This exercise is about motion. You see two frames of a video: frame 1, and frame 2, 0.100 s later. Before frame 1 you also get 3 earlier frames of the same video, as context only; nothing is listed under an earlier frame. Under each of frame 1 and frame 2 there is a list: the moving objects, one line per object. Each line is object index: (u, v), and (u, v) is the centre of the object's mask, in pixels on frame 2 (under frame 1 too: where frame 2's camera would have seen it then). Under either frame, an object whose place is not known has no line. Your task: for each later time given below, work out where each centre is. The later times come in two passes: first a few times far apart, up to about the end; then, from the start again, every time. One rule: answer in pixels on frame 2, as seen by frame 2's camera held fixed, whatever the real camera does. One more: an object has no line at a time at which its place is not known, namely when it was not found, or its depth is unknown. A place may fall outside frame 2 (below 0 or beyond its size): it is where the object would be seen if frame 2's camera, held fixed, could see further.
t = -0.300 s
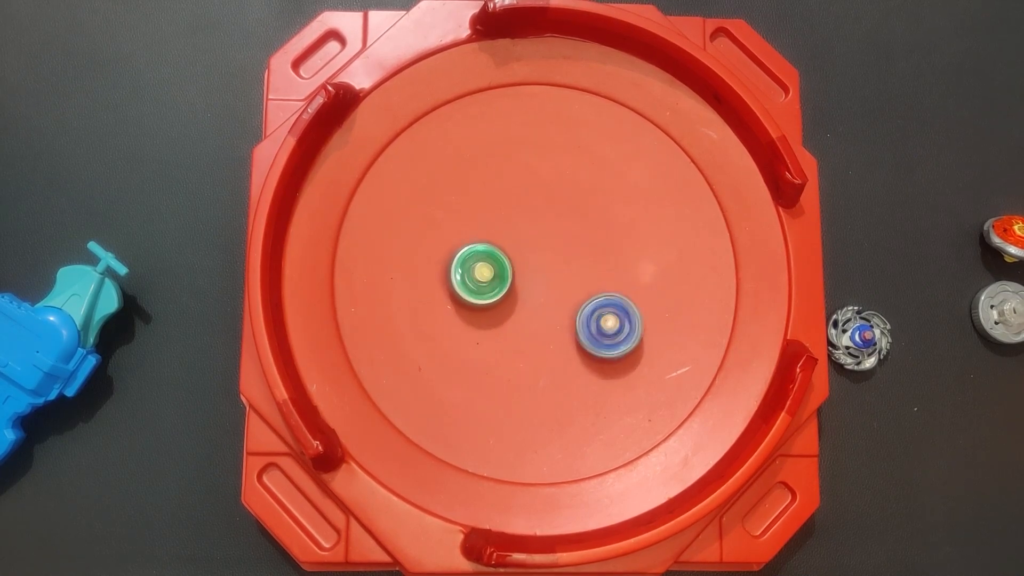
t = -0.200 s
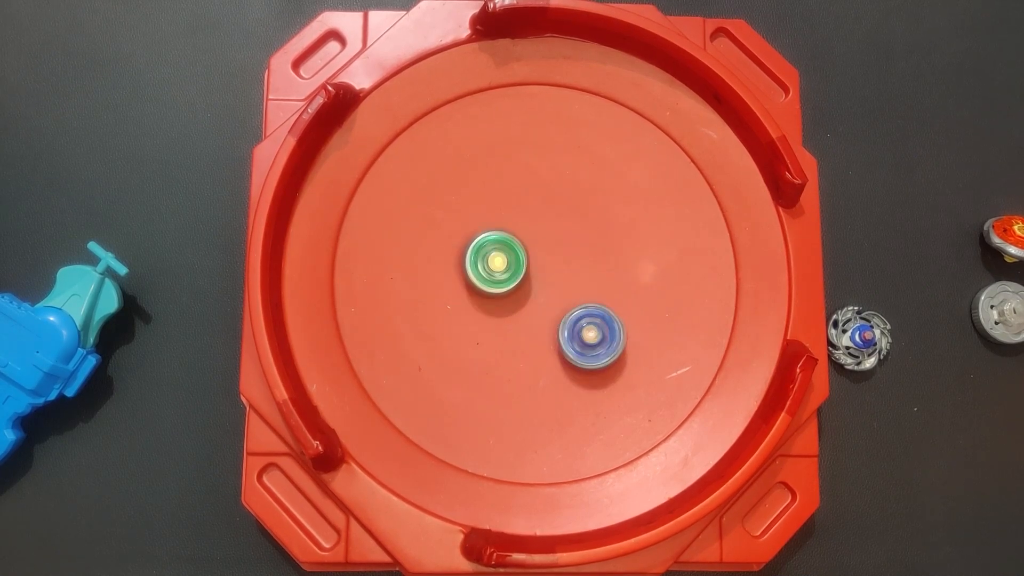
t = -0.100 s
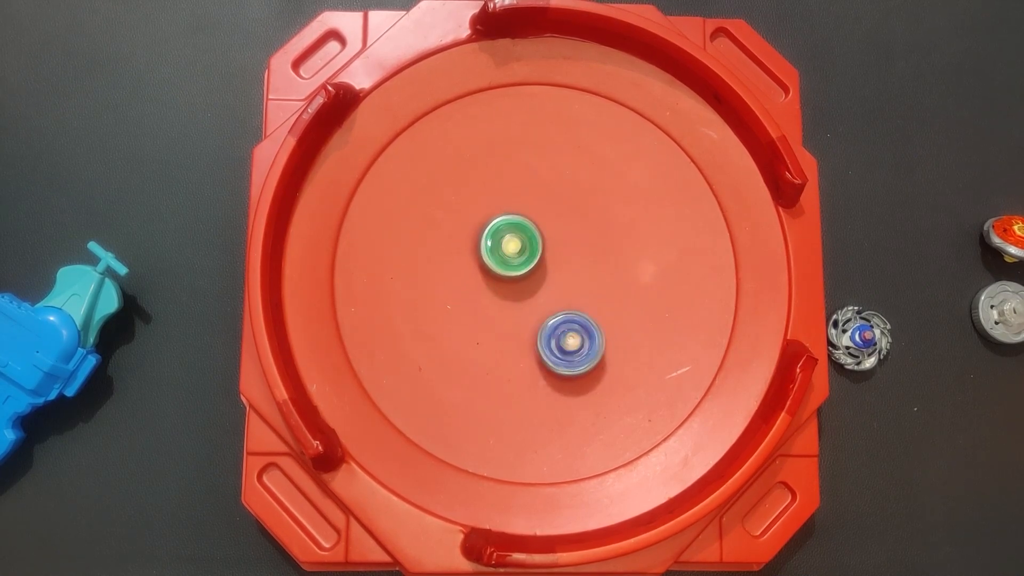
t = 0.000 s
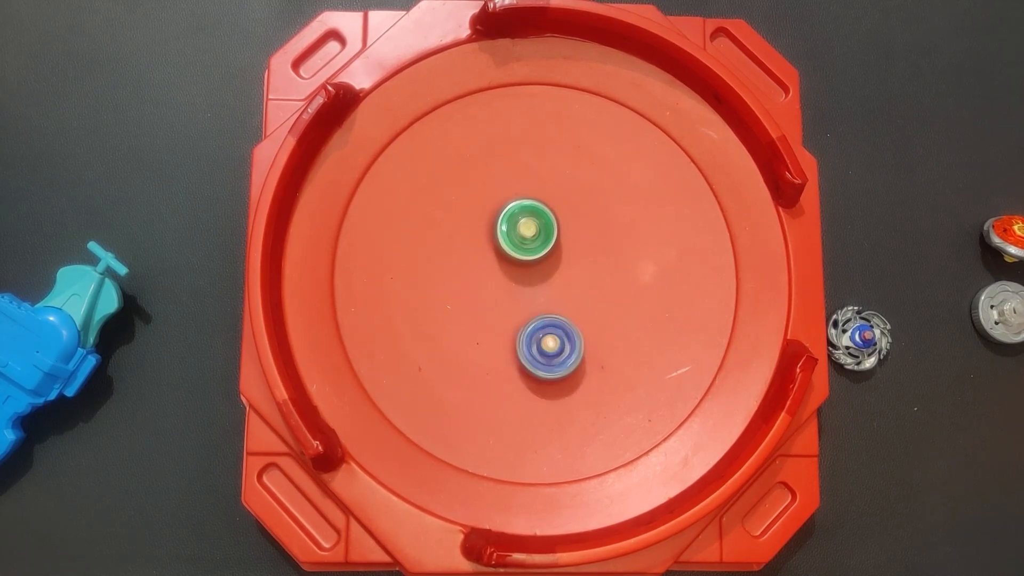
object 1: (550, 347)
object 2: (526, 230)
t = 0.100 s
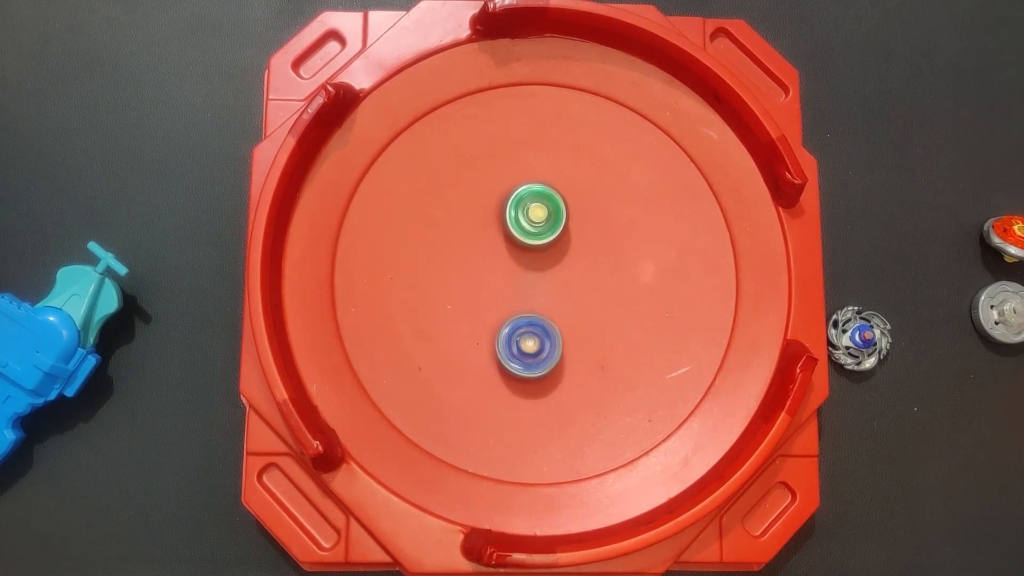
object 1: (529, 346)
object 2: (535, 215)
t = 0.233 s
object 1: (503, 340)
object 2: (545, 203)
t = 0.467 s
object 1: (467, 314)
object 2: (548, 214)
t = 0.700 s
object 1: (451, 279)
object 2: (561, 257)
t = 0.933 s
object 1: (461, 244)
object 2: (578, 299)
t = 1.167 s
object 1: (493, 223)
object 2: (591, 320)
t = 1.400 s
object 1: (533, 220)
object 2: (566, 309)
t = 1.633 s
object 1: (570, 231)
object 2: (522, 301)
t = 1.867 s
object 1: (596, 256)
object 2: (485, 294)
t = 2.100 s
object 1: (605, 287)
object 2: (473, 290)
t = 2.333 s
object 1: (592, 308)
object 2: (499, 273)
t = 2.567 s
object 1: (560, 319)
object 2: (533, 250)
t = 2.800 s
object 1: (525, 321)
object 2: (563, 230)
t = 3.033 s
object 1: (495, 311)
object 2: (573, 223)
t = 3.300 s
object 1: (481, 290)
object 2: (559, 253)
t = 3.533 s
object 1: (467, 271)
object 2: (559, 290)
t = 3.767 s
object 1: (457, 254)
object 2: (561, 318)
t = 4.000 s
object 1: (479, 241)
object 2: (551, 323)
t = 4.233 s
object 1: (513, 243)
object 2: (527, 308)
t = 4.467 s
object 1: (536, 221)
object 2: (509, 317)
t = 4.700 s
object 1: (551, 236)
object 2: (511, 313)
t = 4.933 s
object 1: (549, 238)
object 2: (521, 308)
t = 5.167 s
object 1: (564, 220)
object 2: (521, 313)
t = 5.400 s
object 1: (564, 217)
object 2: (519, 299)
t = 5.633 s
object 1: (557, 217)
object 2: (538, 290)
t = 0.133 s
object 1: (522, 345)
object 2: (537, 211)
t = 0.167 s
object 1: (516, 344)
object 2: (540, 207)
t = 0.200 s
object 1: (509, 342)
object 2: (542, 205)
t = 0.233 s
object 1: (503, 340)
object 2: (545, 203)
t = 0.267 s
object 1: (497, 337)
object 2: (547, 201)
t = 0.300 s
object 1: (491, 335)
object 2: (549, 201)
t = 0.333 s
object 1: (486, 331)
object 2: (550, 201)
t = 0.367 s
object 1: (481, 328)
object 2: (550, 204)
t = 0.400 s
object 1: (476, 323)
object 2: (549, 206)
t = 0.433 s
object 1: (471, 320)
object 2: (549, 209)
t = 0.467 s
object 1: (467, 314)
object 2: (548, 214)
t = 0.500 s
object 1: (464, 311)
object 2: (548, 219)
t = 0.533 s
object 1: (460, 304)
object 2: (549, 226)
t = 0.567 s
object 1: (457, 300)
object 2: (550, 233)
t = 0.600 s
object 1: (455, 294)
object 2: (552, 239)
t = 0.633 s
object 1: (454, 289)
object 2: (555, 245)
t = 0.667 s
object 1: (452, 283)
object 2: (558, 251)
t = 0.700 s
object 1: (451, 279)
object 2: (561, 257)
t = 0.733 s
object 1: (451, 273)
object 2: (563, 263)
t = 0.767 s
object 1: (452, 269)
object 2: (566, 270)
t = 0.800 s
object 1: (452, 263)
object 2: (568, 276)
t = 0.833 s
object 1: (454, 259)
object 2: (571, 282)
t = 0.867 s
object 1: (456, 253)
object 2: (573, 288)
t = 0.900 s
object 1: (459, 249)
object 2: (576, 294)
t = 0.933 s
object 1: (461, 244)
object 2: (578, 299)
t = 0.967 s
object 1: (465, 241)
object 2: (581, 304)
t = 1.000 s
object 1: (468, 237)
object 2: (584, 309)
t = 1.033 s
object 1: (473, 233)
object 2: (586, 313)
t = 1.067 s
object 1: (477, 230)
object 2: (589, 316)
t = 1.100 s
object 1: (482, 227)
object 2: (591, 319)
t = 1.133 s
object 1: (486, 225)
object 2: (591, 320)
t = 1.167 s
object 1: (493, 223)
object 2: (591, 320)
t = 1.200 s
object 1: (498, 221)
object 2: (589, 318)
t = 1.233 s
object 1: (504, 220)
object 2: (587, 317)
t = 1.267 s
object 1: (509, 219)
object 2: (584, 315)
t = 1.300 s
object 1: (515, 219)
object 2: (580, 314)
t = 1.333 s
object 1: (521, 219)
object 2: (577, 313)
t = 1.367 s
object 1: (526, 219)
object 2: (572, 311)
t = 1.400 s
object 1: (533, 220)
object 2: (566, 309)
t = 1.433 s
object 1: (538, 219)
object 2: (560, 308)
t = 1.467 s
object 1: (544, 221)
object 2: (553, 306)
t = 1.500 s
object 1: (549, 222)
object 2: (547, 305)
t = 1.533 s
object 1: (555, 224)
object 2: (541, 304)
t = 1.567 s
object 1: (560, 226)
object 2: (534, 303)
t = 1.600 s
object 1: (565, 229)
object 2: (528, 302)
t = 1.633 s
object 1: (570, 231)
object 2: (522, 301)
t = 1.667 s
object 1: (575, 234)
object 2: (517, 300)
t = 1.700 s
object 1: (579, 237)
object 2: (510, 299)
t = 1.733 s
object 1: (583, 240)
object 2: (505, 298)
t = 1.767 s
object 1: (586, 245)
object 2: (500, 297)
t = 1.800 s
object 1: (590, 248)
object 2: (494, 296)
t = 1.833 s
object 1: (593, 252)
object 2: (490, 295)
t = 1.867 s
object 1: (596, 256)
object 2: (485, 294)
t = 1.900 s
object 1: (598, 261)
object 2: (481, 294)
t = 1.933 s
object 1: (600, 266)
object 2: (477, 293)
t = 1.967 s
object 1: (602, 270)
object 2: (473, 293)
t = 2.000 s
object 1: (603, 275)
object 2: (472, 292)
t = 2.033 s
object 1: (604, 279)
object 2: (471, 290)
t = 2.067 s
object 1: (605, 283)
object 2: (472, 289)
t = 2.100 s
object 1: (605, 287)
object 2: (473, 290)
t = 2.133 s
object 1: (606, 291)
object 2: (476, 290)
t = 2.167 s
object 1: (605, 294)
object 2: (478, 289)
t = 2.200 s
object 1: (604, 298)
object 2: (482, 287)
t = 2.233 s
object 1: (601, 301)
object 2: (487, 284)
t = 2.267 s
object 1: (598, 303)
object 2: (491, 281)
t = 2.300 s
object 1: (595, 306)
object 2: (495, 277)
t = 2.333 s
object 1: (592, 308)
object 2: (499, 273)
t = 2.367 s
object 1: (588, 311)
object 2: (504, 269)
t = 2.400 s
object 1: (584, 313)
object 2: (508, 266)
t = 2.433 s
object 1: (580, 315)
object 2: (513, 262)
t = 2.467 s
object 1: (575, 316)
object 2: (518, 260)
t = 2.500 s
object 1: (570, 317)
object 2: (523, 256)
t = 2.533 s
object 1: (566, 319)
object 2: (528, 253)
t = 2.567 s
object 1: (560, 319)
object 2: (533, 250)
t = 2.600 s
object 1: (556, 320)
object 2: (537, 247)
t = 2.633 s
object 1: (550, 320)
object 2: (542, 244)
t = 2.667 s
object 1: (545, 321)
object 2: (547, 241)
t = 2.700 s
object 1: (540, 321)
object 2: (551, 238)
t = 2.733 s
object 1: (534, 321)
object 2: (555, 235)
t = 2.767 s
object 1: (529, 321)
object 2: (559, 233)
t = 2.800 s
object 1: (525, 321)
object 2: (563, 230)
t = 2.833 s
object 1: (519, 319)
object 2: (566, 228)
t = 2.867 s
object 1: (515, 319)
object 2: (569, 226)
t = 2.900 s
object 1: (511, 318)
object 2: (571, 224)
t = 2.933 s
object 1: (507, 316)
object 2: (573, 223)
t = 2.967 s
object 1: (503, 315)
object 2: (573, 223)
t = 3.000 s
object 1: (499, 312)
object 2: (573, 222)
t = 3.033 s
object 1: (495, 311)
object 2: (573, 223)
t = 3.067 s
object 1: (492, 308)
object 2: (572, 225)
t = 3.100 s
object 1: (489, 305)
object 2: (570, 228)
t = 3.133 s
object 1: (486, 303)
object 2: (568, 231)
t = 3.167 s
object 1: (484, 300)
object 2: (565, 234)
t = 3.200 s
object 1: (483, 298)
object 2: (564, 239)
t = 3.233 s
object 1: (480, 296)
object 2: (562, 243)
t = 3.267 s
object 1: (481, 293)
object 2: (560, 249)
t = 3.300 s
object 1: (481, 290)
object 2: (559, 253)
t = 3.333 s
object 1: (481, 286)
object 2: (557, 259)
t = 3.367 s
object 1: (482, 283)
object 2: (555, 263)
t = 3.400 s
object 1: (483, 280)
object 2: (553, 268)
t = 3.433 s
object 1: (481, 277)
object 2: (552, 273)
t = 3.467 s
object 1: (474, 274)
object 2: (555, 279)
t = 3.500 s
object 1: (471, 273)
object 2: (557, 284)
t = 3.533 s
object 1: (467, 271)
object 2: (559, 290)
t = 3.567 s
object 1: (463, 268)
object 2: (560, 294)
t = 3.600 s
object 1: (461, 267)
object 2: (561, 299)
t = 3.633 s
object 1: (459, 264)
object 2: (561, 303)
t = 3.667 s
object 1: (458, 261)
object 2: (562, 308)
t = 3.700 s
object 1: (456, 259)
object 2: (562, 311)
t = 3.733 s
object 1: (456, 255)
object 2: (561, 316)
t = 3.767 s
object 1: (457, 254)
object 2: (561, 318)
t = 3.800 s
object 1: (458, 252)
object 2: (560, 322)
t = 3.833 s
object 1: (461, 249)
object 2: (560, 324)
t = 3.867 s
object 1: (465, 247)
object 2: (559, 326)
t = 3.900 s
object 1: (467, 246)
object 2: (558, 326)
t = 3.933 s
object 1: (470, 243)
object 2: (556, 327)
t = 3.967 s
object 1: (475, 242)
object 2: (554, 324)
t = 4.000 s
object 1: (479, 241)
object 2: (551, 323)
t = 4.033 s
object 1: (482, 241)
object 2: (549, 321)
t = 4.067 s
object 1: (487, 240)
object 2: (546, 320)
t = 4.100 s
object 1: (492, 240)
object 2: (542, 317)
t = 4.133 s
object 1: (497, 241)
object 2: (539, 315)
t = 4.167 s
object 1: (501, 241)
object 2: (535, 313)
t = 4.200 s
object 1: (508, 243)
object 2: (531, 309)
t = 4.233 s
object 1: (513, 243)
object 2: (527, 308)
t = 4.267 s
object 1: (520, 228)
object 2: (523, 317)
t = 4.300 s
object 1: (527, 221)
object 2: (519, 319)
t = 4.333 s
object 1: (532, 221)
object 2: (517, 319)
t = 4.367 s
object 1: (533, 222)
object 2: (514, 319)
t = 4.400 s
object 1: (531, 222)
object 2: (511, 317)
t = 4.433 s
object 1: (532, 221)
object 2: (510, 316)
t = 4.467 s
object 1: (536, 221)
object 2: (509, 317)
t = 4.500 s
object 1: (540, 227)
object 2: (508, 315)
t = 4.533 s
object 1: (542, 234)
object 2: (511, 313)
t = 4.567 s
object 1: (540, 239)
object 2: (512, 313)
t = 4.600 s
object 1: (538, 241)
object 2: (512, 310)
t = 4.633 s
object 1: (539, 244)
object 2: (514, 307)
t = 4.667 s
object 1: (545, 238)
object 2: (512, 312)
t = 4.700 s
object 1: (551, 236)
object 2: (511, 313)
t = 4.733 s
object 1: (555, 238)
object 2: (513, 313)
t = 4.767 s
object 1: (556, 243)
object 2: (514, 314)
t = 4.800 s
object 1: (551, 247)
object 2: (515, 312)
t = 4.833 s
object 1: (546, 245)
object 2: (516, 312)
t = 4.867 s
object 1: (544, 241)
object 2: (516, 311)
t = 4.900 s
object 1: (546, 237)
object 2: (519, 309)
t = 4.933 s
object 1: (549, 238)
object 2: (521, 308)
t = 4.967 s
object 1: (550, 241)
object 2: (522, 307)
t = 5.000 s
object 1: (550, 242)
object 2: (523, 307)
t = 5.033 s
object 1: (556, 234)
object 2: (520, 311)
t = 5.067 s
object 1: (561, 229)
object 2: (518, 311)
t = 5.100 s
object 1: (562, 226)
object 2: (519, 309)
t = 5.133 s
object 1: (563, 222)
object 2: (521, 310)
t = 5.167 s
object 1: (564, 220)
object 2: (521, 313)
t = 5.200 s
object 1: (565, 218)
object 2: (517, 312)
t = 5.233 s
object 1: (565, 216)
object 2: (516, 309)
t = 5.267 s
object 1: (565, 216)
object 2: (517, 309)
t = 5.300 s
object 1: (566, 216)
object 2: (517, 309)
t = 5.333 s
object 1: (566, 216)
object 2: (516, 307)
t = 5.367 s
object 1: (565, 217)
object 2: (517, 302)
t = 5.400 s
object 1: (564, 217)
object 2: (519, 299)
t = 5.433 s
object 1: (563, 218)
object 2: (521, 297)
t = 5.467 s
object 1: (562, 218)
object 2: (522, 297)
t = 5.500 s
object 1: (561, 218)
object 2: (524, 294)
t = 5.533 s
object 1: (560, 218)
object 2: (528, 292)
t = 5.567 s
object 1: (558, 217)
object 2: (533, 290)
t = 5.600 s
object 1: (558, 217)
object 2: (536, 291)
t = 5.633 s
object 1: (557, 217)
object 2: (538, 290)
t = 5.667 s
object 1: (557, 217)
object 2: (540, 290)
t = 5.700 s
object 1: (556, 216)
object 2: (542, 290)
